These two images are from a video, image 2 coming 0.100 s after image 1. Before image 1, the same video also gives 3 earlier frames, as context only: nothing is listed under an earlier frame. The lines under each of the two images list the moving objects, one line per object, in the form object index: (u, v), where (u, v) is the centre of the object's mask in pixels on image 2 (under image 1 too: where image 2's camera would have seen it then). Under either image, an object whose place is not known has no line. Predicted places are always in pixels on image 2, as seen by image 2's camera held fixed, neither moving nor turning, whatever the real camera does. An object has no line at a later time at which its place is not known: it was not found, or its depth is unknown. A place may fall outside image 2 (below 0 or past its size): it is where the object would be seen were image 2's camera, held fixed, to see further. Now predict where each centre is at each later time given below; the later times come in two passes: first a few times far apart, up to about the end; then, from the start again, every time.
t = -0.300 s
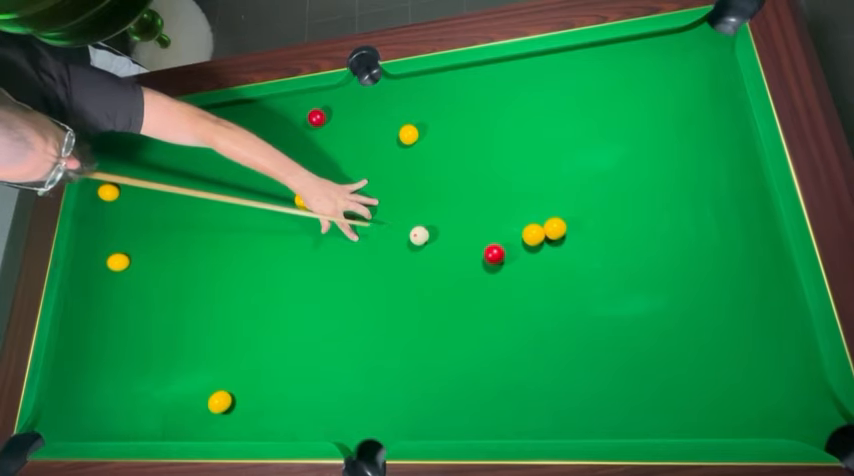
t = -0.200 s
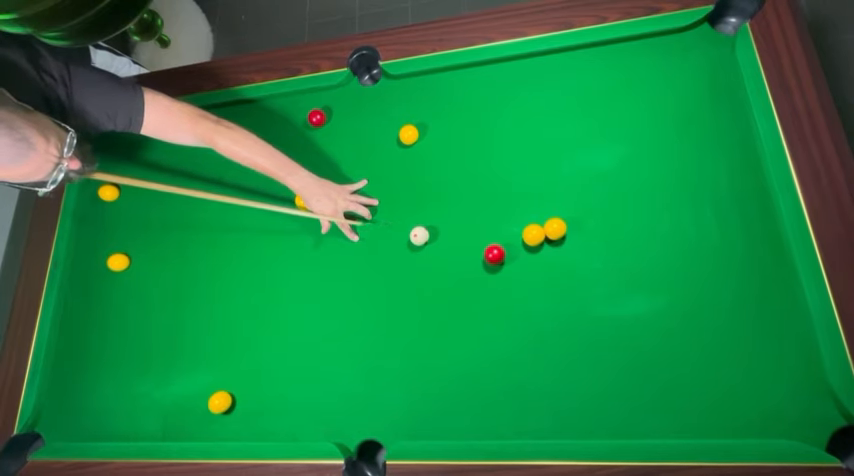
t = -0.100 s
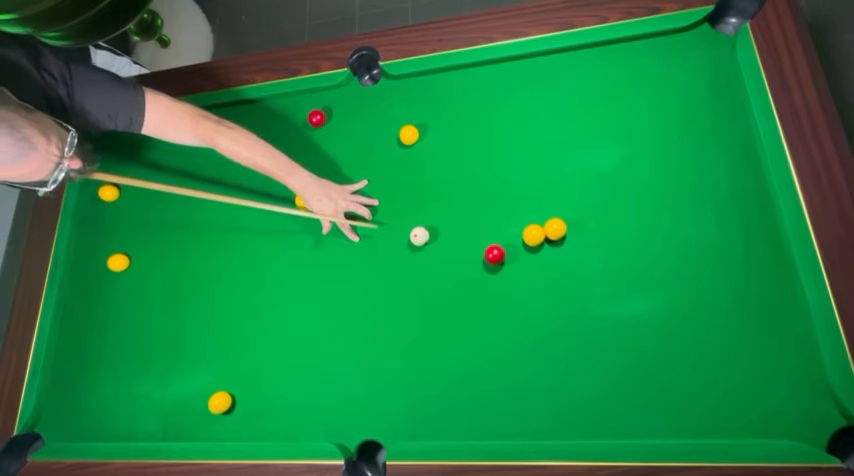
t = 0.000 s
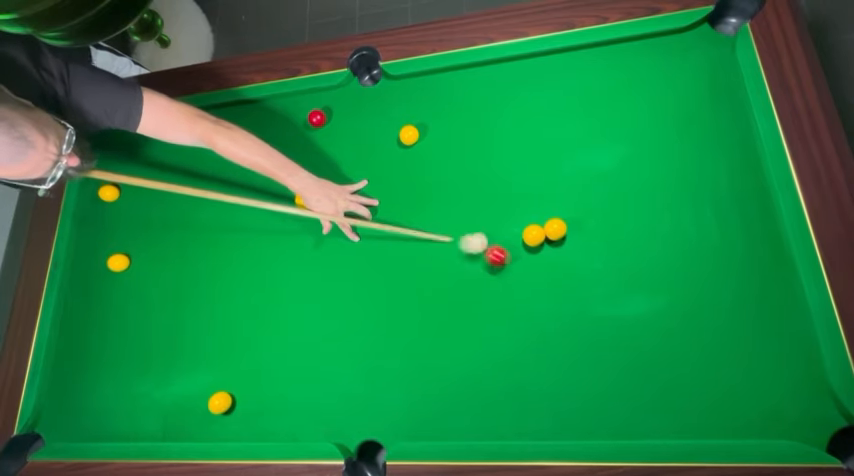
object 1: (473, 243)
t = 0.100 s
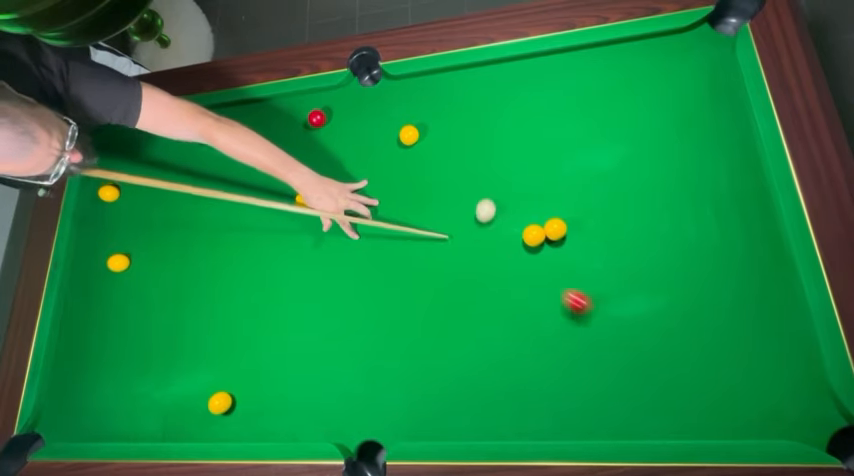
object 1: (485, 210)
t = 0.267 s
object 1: (480, 163)
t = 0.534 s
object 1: (458, 101)
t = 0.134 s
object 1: (486, 200)
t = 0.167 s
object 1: (486, 190)
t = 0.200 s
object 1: (485, 180)
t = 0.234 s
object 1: (483, 172)
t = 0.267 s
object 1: (480, 163)
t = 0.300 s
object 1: (477, 155)
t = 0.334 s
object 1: (474, 147)
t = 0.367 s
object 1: (471, 139)
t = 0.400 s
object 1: (468, 131)
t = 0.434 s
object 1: (465, 123)
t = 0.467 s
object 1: (463, 116)
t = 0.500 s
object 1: (460, 108)
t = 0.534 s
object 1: (458, 101)
